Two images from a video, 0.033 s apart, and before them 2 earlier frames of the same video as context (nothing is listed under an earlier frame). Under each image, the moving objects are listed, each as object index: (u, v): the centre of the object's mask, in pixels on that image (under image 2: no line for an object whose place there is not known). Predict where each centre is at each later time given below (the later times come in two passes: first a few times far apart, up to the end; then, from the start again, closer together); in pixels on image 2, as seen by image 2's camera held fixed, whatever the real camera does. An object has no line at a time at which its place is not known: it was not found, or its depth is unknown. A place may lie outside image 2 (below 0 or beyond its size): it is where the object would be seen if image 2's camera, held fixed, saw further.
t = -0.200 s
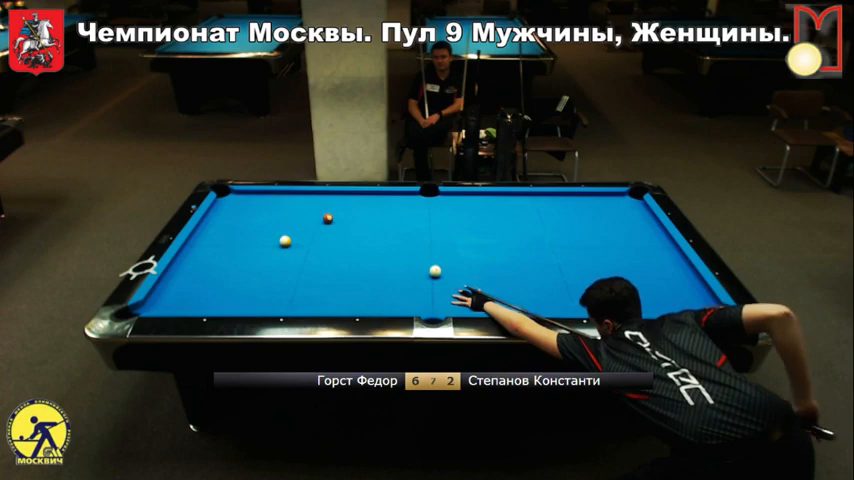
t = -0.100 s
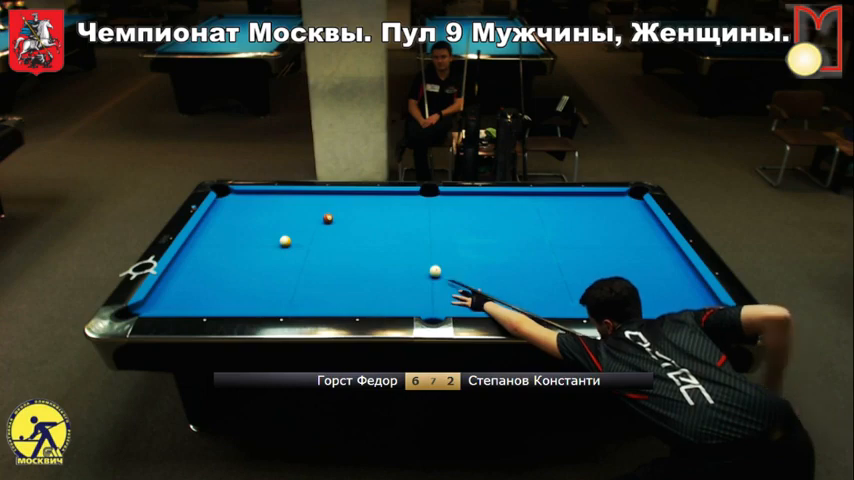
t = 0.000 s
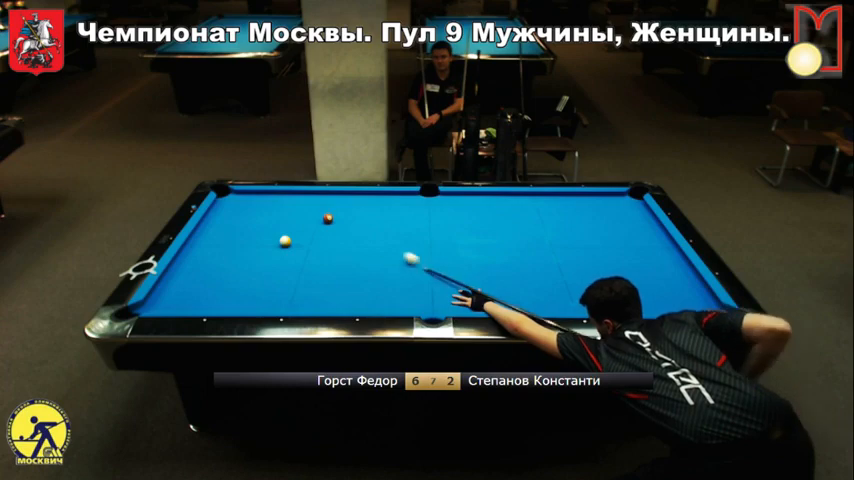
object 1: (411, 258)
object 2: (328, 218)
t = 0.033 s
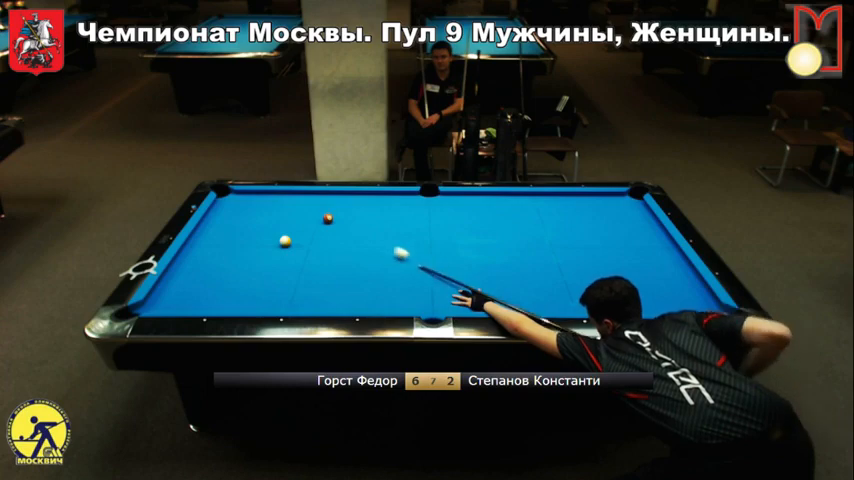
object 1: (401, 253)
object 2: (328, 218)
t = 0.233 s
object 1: (353, 229)
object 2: (328, 218)
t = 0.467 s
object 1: (340, 216)
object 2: (303, 211)
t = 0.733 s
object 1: (346, 209)
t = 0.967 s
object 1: (350, 203)
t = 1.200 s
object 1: (355, 198)
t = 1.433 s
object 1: (359, 193)
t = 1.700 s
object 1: (362, 196)
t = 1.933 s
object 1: (365, 199)
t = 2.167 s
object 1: (368, 201)
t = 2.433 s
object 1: (370, 203)
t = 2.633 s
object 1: (371, 205)
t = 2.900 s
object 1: (373, 206)
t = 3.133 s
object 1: (374, 208)
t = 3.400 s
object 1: (375, 208)
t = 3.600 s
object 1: (376, 209)
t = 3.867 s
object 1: (377, 210)
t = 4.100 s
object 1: (377, 210)
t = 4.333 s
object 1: (377, 210)
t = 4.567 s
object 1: (377, 210)
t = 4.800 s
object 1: (377, 210)
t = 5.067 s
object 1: (377, 210)
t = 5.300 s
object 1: (377, 210)
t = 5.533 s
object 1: (377, 210)
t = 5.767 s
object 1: (377, 210)
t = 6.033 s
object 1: (377, 210)
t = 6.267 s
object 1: (377, 210)
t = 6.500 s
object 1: (377, 210)
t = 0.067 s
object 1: (391, 248)
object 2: (328, 218)
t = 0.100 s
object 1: (383, 244)
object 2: (328, 218)
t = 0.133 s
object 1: (375, 240)
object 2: (328, 218)
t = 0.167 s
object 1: (367, 236)
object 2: (328, 218)
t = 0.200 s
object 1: (360, 232)
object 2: (328, 218)
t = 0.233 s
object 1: (353, 229)
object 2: (328, 218)
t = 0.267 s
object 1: (346, 225)
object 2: (328, 218)
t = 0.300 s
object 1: (341, 222)
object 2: (328, 218)
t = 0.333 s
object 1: (336, 220)
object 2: (326, 218)
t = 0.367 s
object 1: (337, 219)
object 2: (320, 216)
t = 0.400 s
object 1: (338, 218)
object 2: (314, 214)
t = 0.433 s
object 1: (339, 217)
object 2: (308, 213)
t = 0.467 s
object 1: (340, 216)
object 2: (303, 211)
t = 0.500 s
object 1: (340, 215)
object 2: (298, 211)
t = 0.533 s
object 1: (341, 214)
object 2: (294, 209)
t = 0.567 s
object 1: (342, 213)
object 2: (289, 208)
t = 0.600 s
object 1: (343, 212)
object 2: (285, 207)
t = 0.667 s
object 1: (344, 210)
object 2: (277, 205)
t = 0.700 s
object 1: (345, 210)
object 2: (273, 204)
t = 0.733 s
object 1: (346, 209)
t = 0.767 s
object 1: (346, 208)
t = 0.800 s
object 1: (347, 207)
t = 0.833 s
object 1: (348, 206)
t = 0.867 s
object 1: (348, 205)
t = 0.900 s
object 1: (349, 205)
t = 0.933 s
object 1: (350, 204)
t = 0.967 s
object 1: (350, 203)
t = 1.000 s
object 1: (351, 202)
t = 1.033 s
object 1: (351, 202)
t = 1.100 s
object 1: (353, 200)
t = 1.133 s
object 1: (354, 199)
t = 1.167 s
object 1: (354, 198)
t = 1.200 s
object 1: (355, 198)
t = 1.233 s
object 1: (355, 197)
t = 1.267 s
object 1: (356, 196)
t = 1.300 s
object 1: (357, 196)
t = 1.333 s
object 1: (357, 195)
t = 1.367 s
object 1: (358, 194)
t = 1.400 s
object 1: (358, 194)
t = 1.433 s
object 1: (359, 193)
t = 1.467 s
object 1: (359, 194)
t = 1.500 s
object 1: (360, 194)
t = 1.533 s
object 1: (360, 194)
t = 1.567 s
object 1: (361, 195)
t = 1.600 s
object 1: (361, 195)
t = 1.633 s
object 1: (362, 195)
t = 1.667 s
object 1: (362, 196)
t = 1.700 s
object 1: (362, 196)
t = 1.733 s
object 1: (363, 196)
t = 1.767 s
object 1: (363, 197)
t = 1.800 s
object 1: (364, 197)
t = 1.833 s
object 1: (364, 198)
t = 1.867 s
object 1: (364, 198)
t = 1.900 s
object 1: (365, 198)
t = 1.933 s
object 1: (365, 199)
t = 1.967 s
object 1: (365, 199)
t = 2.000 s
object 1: (366, 199)
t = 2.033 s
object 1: (366, 200)
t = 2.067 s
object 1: (367, 200)
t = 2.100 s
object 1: (367, 200)
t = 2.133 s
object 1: (367, 200)
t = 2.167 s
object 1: (368, 201)
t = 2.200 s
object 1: (368, 201)
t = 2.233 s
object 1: (368, 202)
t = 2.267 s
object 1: (368, 202)
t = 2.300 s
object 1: (369, 202)
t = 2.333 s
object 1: (369, 202)
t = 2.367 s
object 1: (369, 202)
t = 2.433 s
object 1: (370, 203)
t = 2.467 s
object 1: (370, 203)
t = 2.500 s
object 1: (370, 203)
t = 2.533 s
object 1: (371, 204)
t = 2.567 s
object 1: (371, 204)
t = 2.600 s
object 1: (371, 204)
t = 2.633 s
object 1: (371, 205)
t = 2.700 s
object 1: (372, 205)
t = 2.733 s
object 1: (372, 205)
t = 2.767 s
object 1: (372, 205)
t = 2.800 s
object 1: (373, 206)
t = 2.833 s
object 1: (372, 206)
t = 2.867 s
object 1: (373, 206)
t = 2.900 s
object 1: (373, 206)
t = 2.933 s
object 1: (373, 206)
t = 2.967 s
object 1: (373, 207)
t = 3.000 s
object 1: (373, 207)
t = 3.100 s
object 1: (374, 208)
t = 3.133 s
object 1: (374, 208)
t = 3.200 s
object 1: (374, 208)
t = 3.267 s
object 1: (375, 208)
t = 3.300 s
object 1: (375, 208)
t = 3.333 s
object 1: (375, 208)
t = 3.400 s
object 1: (375, 208)
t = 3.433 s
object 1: (375, 208)
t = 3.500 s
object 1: (376, 209)
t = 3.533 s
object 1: (376, 209)
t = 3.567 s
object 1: (376, 209)
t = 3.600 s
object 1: (376, 209)
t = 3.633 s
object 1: (376, 209)
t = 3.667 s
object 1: (376, 209)
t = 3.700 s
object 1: (376, 209)
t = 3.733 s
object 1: (376, 209)
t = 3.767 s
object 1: (376, 210)
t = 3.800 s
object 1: (376, 210)
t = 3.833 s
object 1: (377, 210)
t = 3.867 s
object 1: (377, 210)
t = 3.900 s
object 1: (377, 210)
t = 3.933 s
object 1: (377, 210)
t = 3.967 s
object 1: (377, 210)
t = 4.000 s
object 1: (377, 210)
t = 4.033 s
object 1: (377, 210)
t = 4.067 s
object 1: (377, 210)
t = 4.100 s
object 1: (377, 210)
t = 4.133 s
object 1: (377, 210)
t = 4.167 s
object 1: (377, 210)
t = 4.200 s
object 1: (377, 210)
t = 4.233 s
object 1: (377, 210)
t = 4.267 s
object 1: (377, 210)
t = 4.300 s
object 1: (377, 210)
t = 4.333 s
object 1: (377, 210)
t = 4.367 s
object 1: (377, 210)
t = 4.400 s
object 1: (377, 210)
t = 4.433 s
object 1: (377, 210)
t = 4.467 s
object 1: (377, 210)
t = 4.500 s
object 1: (377, 210)
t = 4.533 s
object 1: (377, 210)
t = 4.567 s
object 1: (377, 210)
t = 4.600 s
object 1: (377, 210)
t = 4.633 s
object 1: (377, 210)
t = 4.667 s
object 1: (377, 210)
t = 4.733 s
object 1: (377, 210)
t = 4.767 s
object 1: (377, 210)
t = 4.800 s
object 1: (377, 210)
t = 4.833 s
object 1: (377, 210)
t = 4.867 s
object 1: (377, 210)
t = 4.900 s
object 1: (377, 210)
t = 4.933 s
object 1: (377, 210)
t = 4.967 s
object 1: (377, 210)
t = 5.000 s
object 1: (377, 210)
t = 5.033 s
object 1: (377, 210)
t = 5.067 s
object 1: (377, 210)
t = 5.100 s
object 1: (377, 210)
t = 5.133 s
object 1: (377, 210)
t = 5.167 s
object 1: (377, 210)
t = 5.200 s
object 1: (377, 210)
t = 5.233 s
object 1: (377, 210)
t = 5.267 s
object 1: (377, 210)
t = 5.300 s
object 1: (377, 210)
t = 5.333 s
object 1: (377, 210)
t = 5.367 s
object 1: (377, 210)
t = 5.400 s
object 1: (377, 210)
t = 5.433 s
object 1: (377, 210)
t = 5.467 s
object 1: (377, 210)
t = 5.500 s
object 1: (377, 210)
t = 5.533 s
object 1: (377, 210)
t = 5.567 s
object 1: (377, 210)
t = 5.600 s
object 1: (377, 210)
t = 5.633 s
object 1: (377, 210)
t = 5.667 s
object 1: (377, 210)
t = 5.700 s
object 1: (377, 210)
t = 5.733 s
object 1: (377, 210)
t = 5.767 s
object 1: (377, 210)
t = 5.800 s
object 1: (377, 210)
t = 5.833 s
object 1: (377, 210)
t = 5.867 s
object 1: (377, 210)
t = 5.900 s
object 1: (377, 210)
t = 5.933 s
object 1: (377, 210)
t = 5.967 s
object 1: (377, 210)
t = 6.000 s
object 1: (377, 210)
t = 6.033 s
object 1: (377, 210)
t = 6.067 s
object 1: (377, 210)
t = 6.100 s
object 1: (377, 210)
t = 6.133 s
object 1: (377, 210)
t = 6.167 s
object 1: (377, 210)
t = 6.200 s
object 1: (377, 210)
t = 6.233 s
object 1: (377, 210)
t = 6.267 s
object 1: (377, 210)
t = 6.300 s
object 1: (377, 210)
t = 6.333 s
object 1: (377, 210)
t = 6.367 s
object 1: (377, 210)
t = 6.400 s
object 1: (377, 210)
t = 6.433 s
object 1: (377, 210)
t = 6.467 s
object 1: (377, 210)
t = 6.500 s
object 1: (377, 210)
